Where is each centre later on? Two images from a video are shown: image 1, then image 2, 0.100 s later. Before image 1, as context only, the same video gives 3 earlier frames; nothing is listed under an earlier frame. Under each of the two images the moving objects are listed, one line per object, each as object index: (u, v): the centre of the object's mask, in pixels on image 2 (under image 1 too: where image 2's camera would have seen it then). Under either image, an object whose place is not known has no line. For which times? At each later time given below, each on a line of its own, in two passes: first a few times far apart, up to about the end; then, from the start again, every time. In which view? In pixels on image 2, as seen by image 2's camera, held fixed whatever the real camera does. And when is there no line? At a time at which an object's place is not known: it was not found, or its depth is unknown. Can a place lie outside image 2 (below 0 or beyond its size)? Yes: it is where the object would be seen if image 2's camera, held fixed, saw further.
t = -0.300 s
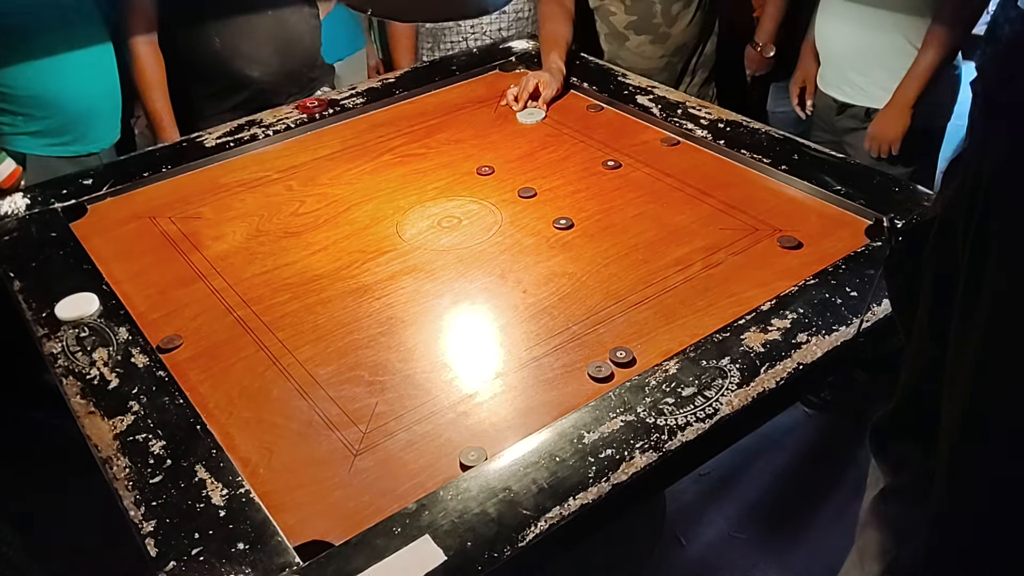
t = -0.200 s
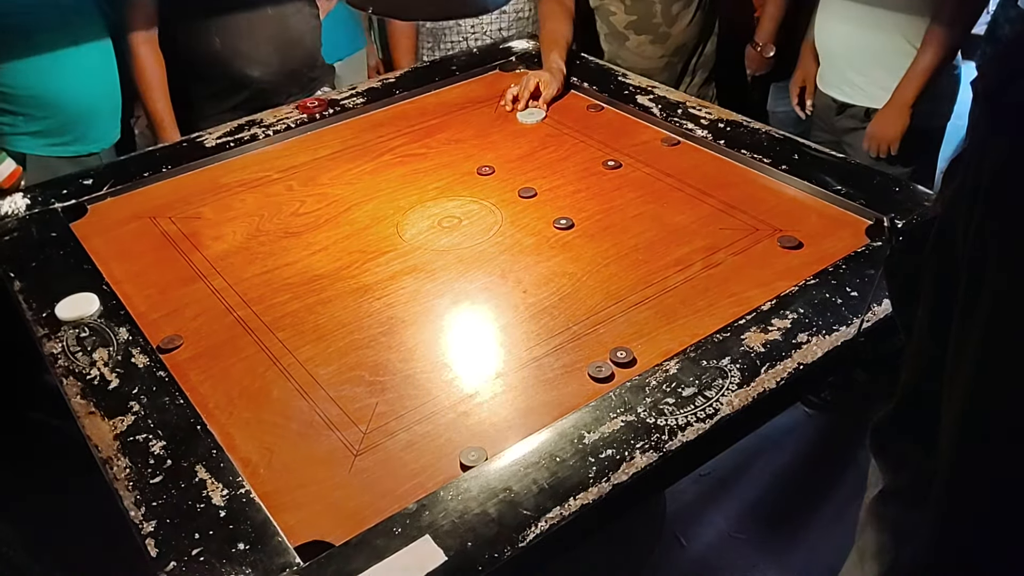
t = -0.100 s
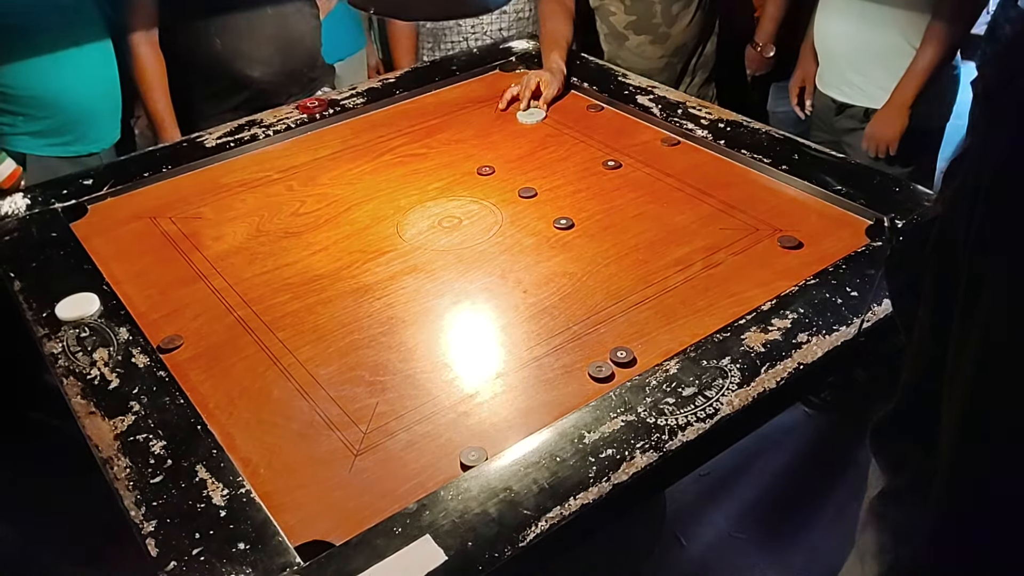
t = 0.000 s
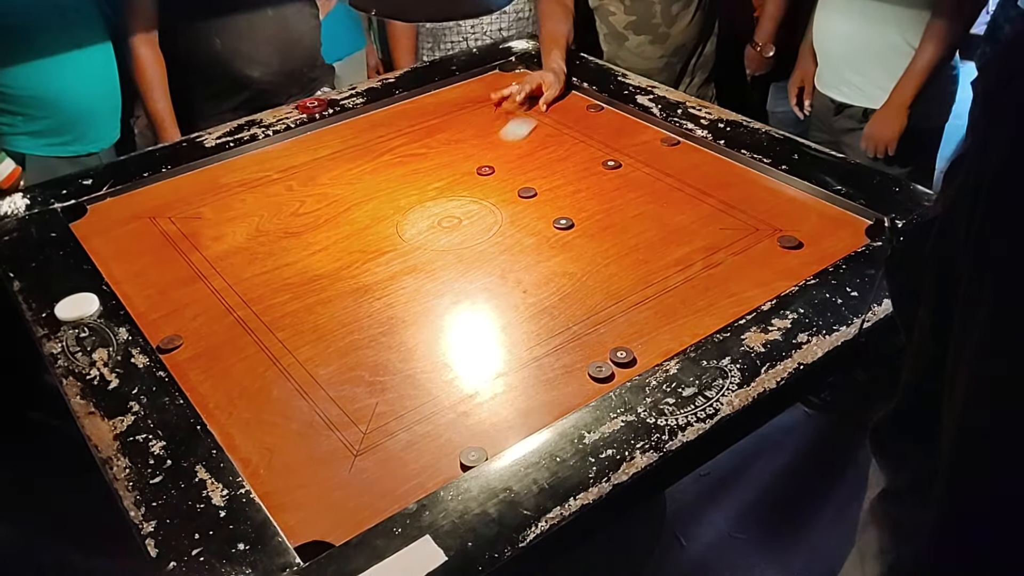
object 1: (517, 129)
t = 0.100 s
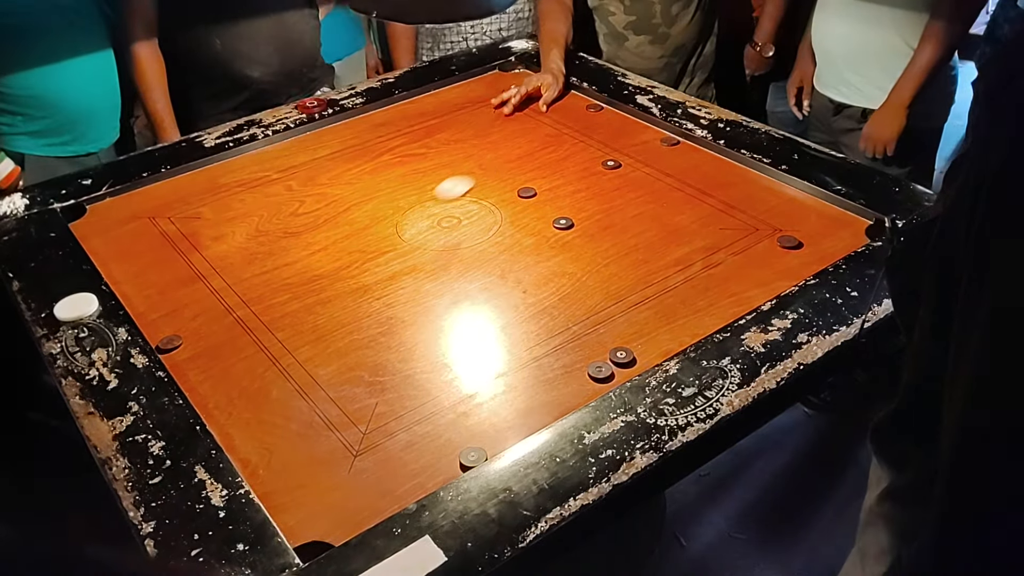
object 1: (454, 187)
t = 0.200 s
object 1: (382, 248)
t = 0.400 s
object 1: (240, 386)
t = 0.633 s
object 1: (510, 316)
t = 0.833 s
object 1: (699, 272)
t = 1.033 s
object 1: (830, 248)
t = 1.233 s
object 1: (848, 232)
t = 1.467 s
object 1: (849, 232)
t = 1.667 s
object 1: (849, 231)
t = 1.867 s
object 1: (849, 232)
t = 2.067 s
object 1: (849, 231)
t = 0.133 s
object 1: (431, 207)
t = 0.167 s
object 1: (408, 226)
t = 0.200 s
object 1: (382, 248)
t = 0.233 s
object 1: (355, 271)
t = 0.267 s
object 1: (325, 296)
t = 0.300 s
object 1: (294, 322)
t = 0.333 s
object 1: (259, 352)
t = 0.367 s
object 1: (225, 381)
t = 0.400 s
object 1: (240, 386)
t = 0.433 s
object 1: (282, 374)
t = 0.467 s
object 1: (324, 364)
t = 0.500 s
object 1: (363, 354)
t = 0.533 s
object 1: (403, 344)
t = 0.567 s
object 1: (441, 334)
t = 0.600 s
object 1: (477, 325)
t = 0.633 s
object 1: (510, 316)
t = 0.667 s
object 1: (545, 308)
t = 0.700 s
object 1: (578, 300)
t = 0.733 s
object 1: (609, 292)
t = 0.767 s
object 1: (640, 285)
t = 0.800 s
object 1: (669, 278)
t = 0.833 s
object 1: (699, 272)
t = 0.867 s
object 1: (726, 266)
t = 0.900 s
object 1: (752, 260)
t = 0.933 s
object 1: (777, 255)
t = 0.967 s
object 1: (797, 253)
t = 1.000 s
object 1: (815, 250)
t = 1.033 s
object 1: (830, 248)
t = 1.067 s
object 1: (839, 244)
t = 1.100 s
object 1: (842, 239)
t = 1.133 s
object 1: (844, 235)
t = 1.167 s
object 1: (846, 233)
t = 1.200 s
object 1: (847, 232)
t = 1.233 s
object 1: (848, 232)
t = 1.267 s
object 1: (849, 232)
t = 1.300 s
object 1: (849, 232)
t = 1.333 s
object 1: (849, 232)
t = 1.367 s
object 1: (849, 232)
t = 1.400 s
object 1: (849, 232)
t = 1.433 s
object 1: (849, 232)
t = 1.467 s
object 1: (849, 232)
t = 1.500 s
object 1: (849, 232)
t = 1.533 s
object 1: (849, 231)
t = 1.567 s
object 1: (849, 231)
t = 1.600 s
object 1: (849, 232)
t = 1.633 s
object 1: (849, 231)
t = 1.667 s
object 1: (849, 231)
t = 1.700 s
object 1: (849, 231)
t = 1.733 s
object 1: (849, 231)
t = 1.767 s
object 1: (849, 231)
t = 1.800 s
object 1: (849, 231)
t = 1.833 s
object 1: (849, 231)
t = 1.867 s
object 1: (849, 232)
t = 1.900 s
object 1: (849, 232)
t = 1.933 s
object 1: (849, 231)
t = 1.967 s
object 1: (849, 231)
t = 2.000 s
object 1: (849, 231)
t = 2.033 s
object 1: (849, 231)
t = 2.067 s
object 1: (849, 231)
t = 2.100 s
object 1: (849, 231)
